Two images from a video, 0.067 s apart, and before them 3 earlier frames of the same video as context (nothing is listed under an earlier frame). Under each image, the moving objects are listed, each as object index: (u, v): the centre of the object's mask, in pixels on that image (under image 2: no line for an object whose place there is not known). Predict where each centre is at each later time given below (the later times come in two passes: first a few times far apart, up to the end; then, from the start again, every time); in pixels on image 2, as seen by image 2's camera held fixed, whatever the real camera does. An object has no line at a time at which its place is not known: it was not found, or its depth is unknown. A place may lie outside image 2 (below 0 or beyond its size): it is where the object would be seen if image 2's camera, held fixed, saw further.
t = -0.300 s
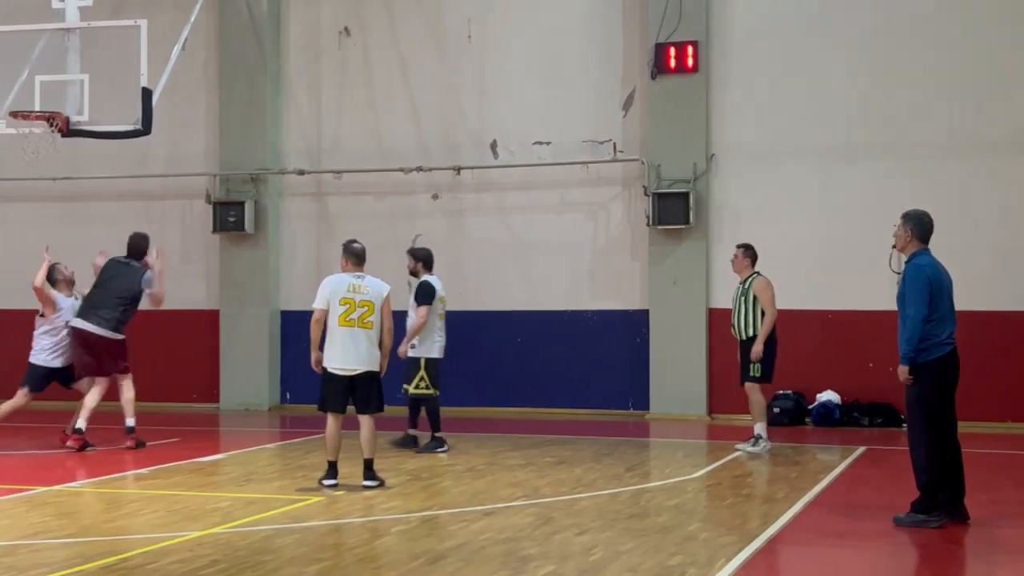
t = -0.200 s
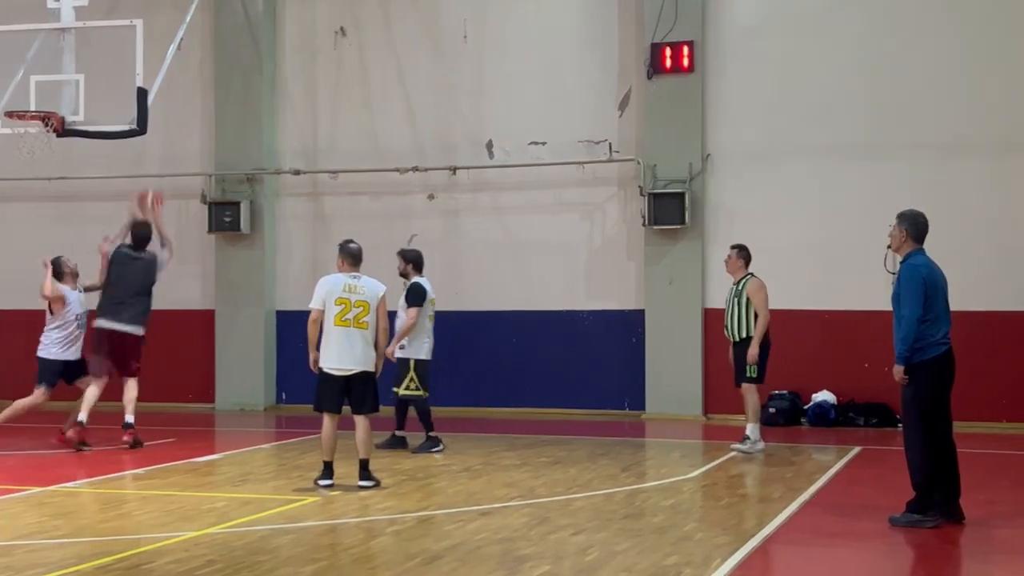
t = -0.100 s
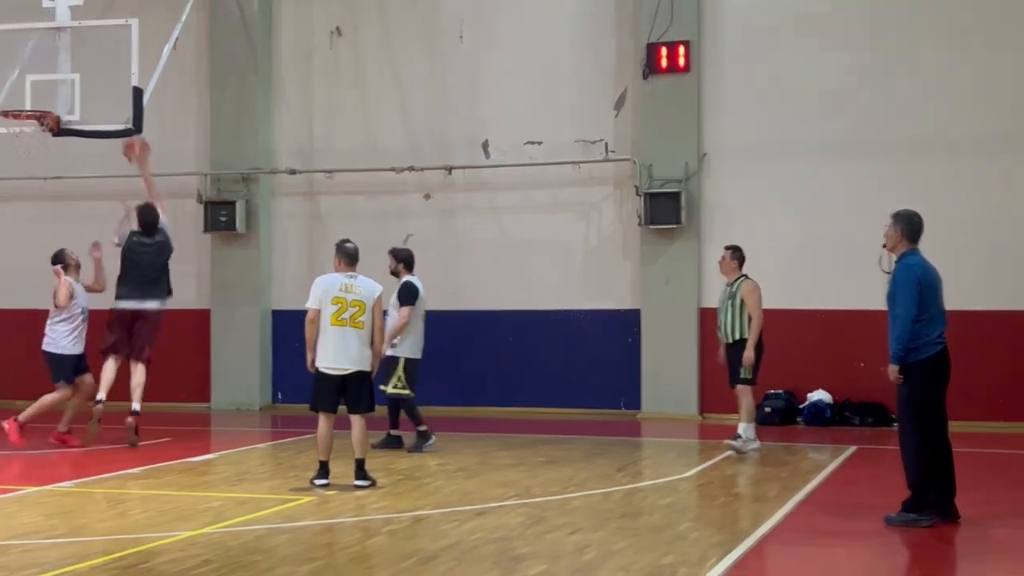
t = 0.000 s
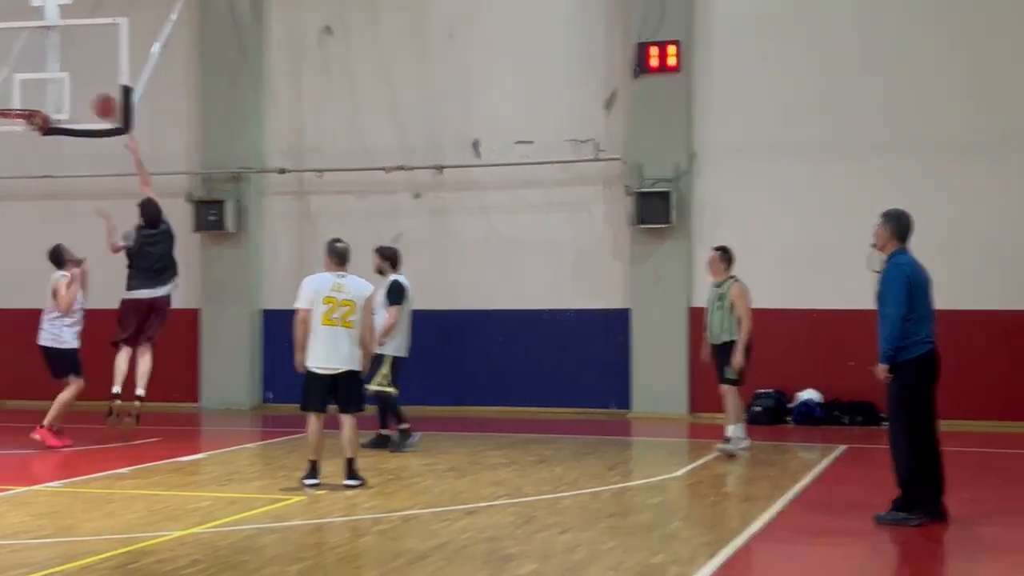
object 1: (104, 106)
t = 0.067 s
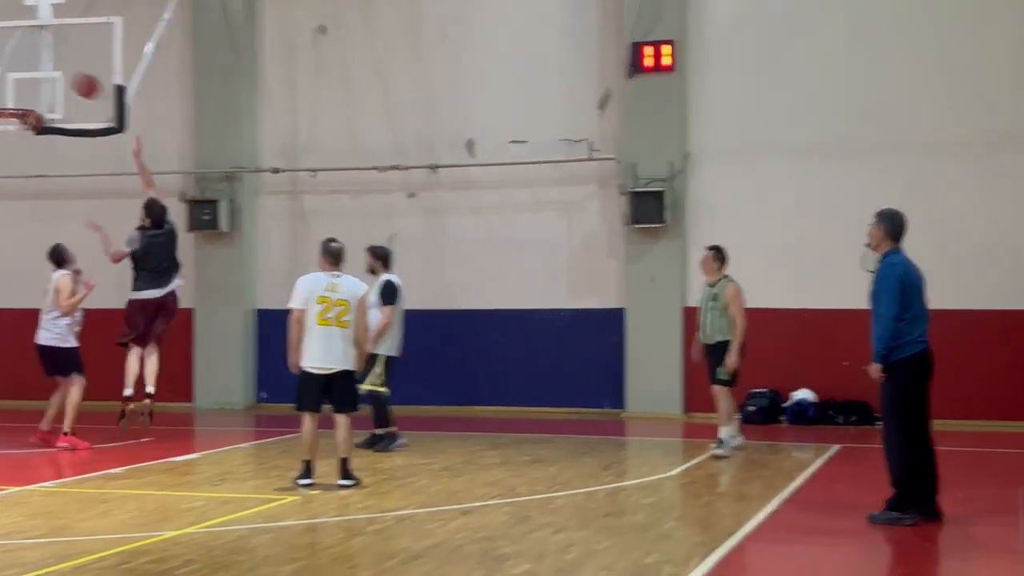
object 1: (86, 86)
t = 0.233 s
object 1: (57, 57)
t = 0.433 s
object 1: (27, 71)
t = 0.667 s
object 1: (-4, 127)
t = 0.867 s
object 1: (-4, 177)
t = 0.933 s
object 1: (-4, 203)
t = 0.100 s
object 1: (79, 77)
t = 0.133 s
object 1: (74, 70)
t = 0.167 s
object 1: (68, 63)
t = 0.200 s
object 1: (62, 59)
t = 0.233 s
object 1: (57, 57)
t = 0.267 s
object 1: (52, 57)
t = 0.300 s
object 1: (47, 57)
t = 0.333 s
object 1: (42, 58)
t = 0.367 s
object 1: (37, 61)
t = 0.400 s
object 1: (32, 65)
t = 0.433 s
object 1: (27, 71)
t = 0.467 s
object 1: (22, 76)
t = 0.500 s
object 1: (17, 84)
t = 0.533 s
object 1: (12, 92)
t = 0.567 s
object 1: (7, 99)
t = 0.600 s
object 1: (3, 110)
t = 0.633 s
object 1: (-2, 120)
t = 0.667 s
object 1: (-4, 127)
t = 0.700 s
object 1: (-6, 135)
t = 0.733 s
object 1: (-6, 142)
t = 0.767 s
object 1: (-6, 149)
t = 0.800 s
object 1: (-6, 157)
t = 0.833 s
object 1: (-5, 166)
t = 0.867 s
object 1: (-4, 177)
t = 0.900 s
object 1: (-5, 190)
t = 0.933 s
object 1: (-4, 203)
